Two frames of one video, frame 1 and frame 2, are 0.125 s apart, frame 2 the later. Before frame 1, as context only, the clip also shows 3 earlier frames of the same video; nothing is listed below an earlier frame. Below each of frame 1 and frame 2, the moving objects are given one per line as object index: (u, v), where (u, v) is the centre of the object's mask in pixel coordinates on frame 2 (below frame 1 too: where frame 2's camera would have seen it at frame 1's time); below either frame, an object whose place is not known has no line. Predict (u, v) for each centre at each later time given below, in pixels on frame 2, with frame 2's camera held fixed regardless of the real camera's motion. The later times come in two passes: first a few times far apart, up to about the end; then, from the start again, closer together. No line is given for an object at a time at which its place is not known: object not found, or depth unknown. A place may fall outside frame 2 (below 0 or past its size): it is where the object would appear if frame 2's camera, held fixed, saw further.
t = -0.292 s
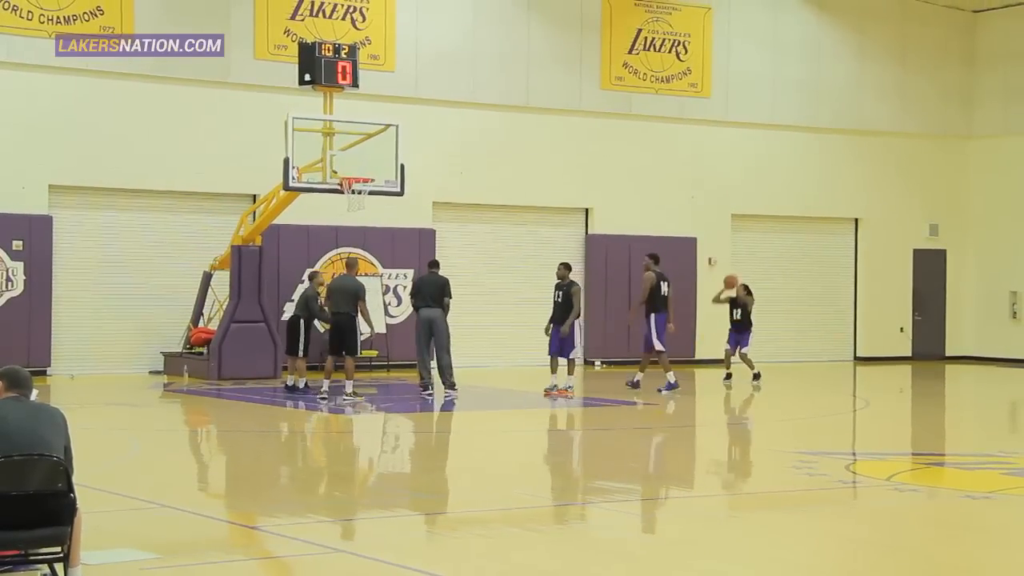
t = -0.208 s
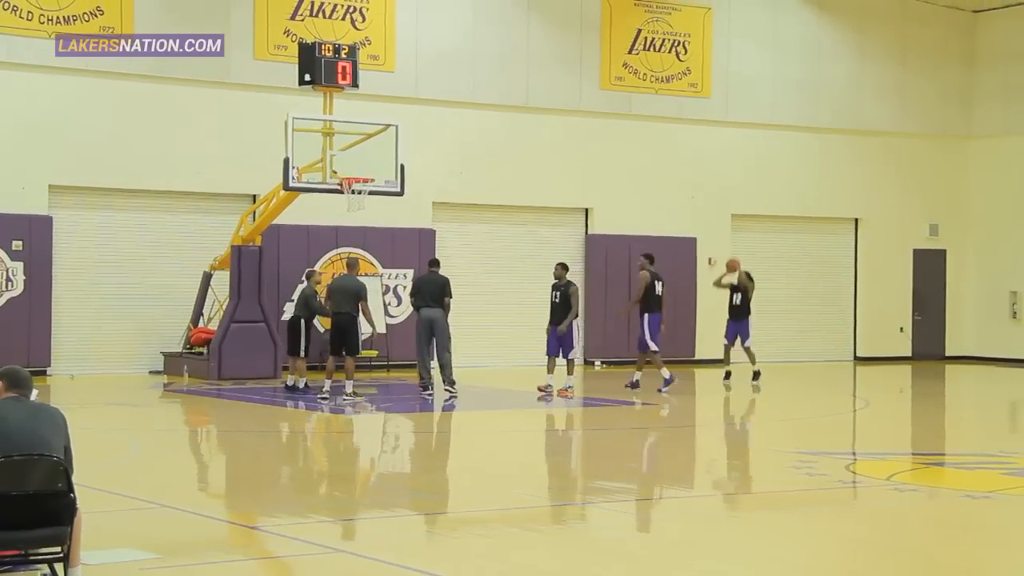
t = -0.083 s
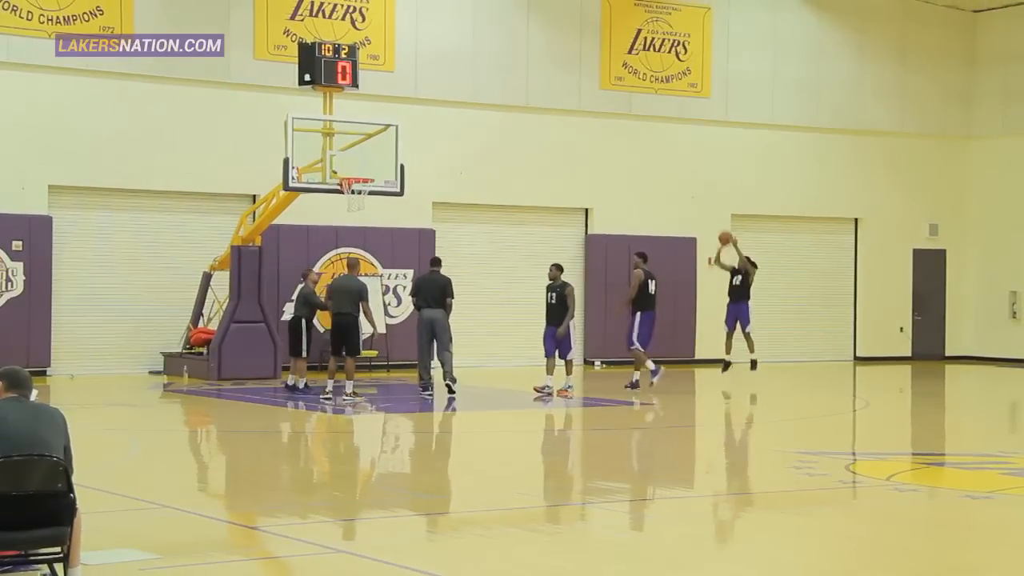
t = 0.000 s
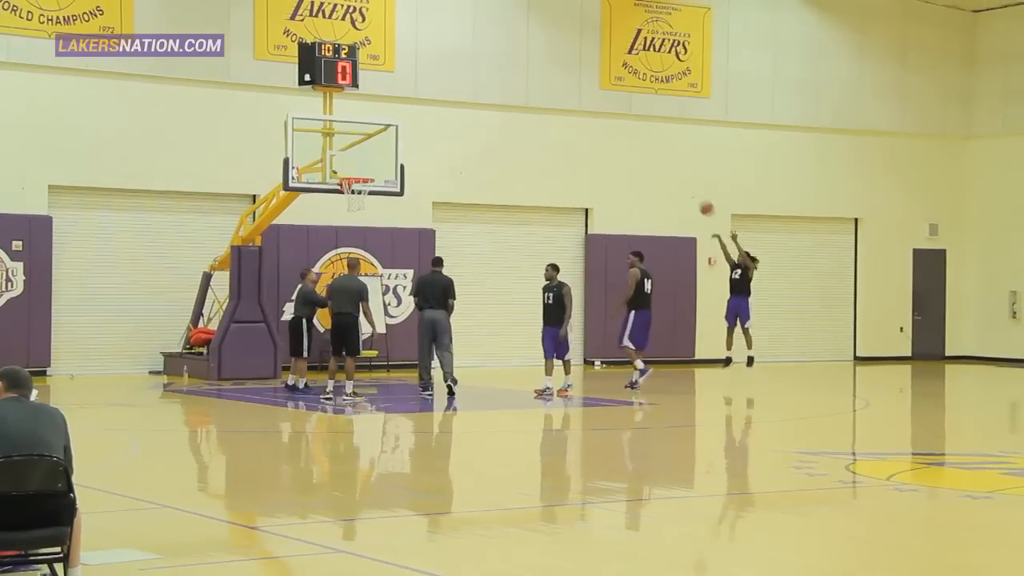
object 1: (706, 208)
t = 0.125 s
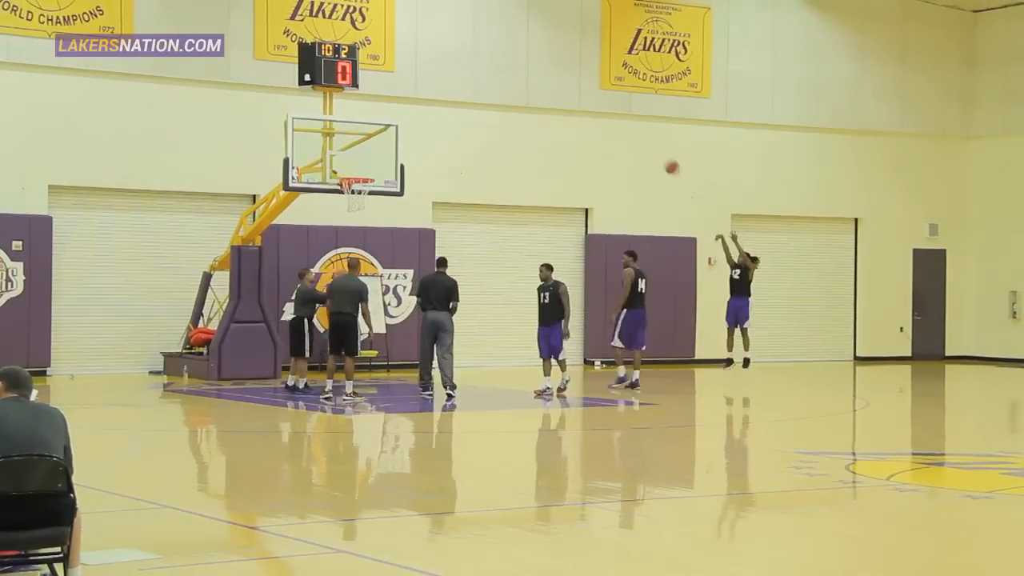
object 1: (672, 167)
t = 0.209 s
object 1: (648, 144)
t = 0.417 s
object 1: (587, 104)
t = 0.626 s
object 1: (525, 89)
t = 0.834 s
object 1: (460, 101)
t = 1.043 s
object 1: (393, 142)
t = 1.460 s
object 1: (366, 213)
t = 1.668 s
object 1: (381, 255)
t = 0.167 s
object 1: (660, 155)
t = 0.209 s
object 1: (648, 144)
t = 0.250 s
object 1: (636, 134)
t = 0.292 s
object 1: (624, 125)
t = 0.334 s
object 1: (612, 117)
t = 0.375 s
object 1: (600, 110)
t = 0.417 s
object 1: (587, 104)
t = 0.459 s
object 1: (575, 99)
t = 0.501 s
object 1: (563, 95)
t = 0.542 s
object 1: (550, 91)
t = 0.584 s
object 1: (538, 89)
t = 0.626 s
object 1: (525, 89)
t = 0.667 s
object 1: (512, 89)
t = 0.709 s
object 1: (500, 90)
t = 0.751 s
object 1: (486, 92)
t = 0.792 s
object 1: (473, 96)
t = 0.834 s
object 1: (460, 101)
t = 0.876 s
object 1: (447, 106)
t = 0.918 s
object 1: (433, 113)
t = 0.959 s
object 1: (420, 122)
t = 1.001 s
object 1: (407, 131)
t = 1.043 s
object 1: (393, 142)
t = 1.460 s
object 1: (366, 213)
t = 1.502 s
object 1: (368, 218)
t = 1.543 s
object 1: (371, 225)
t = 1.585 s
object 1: (375, 234)
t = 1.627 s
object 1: (377, 244)
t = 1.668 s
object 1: (381, 255)
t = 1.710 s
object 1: (384, 265)
